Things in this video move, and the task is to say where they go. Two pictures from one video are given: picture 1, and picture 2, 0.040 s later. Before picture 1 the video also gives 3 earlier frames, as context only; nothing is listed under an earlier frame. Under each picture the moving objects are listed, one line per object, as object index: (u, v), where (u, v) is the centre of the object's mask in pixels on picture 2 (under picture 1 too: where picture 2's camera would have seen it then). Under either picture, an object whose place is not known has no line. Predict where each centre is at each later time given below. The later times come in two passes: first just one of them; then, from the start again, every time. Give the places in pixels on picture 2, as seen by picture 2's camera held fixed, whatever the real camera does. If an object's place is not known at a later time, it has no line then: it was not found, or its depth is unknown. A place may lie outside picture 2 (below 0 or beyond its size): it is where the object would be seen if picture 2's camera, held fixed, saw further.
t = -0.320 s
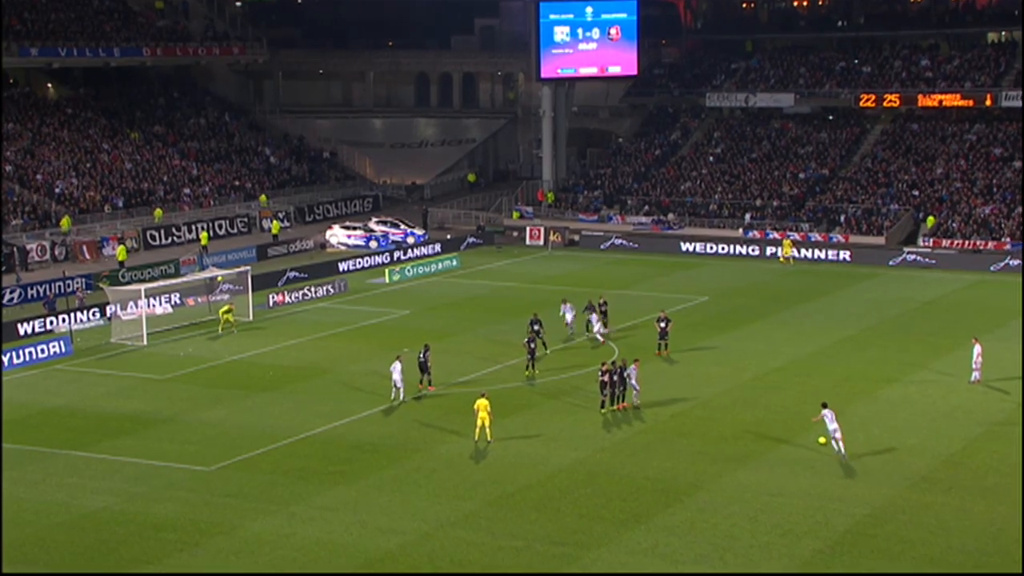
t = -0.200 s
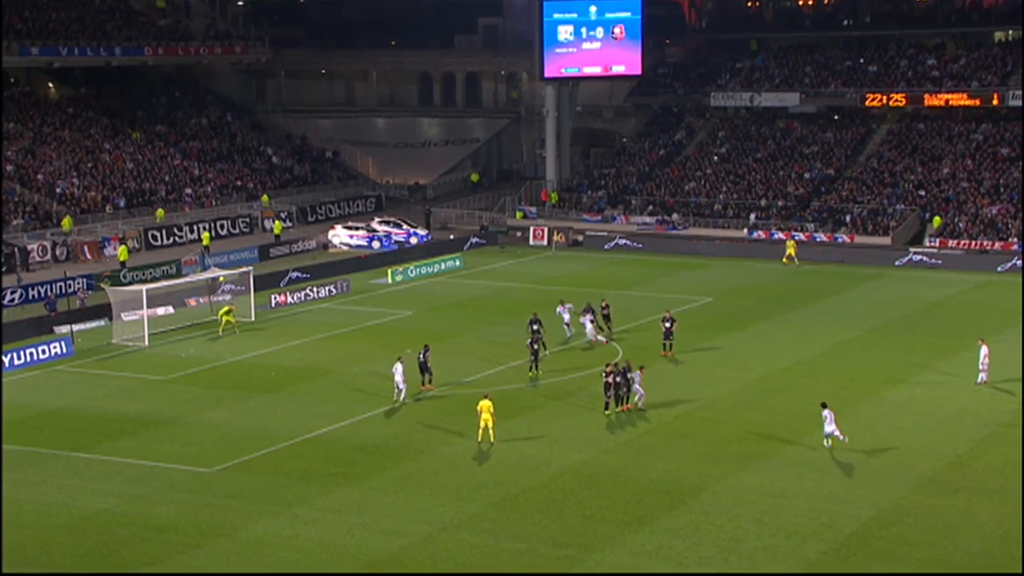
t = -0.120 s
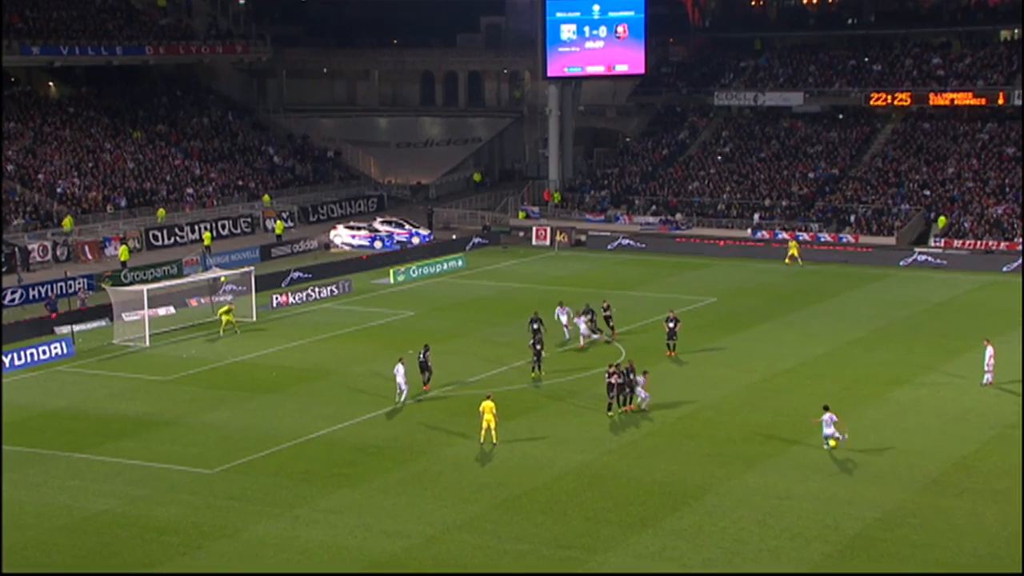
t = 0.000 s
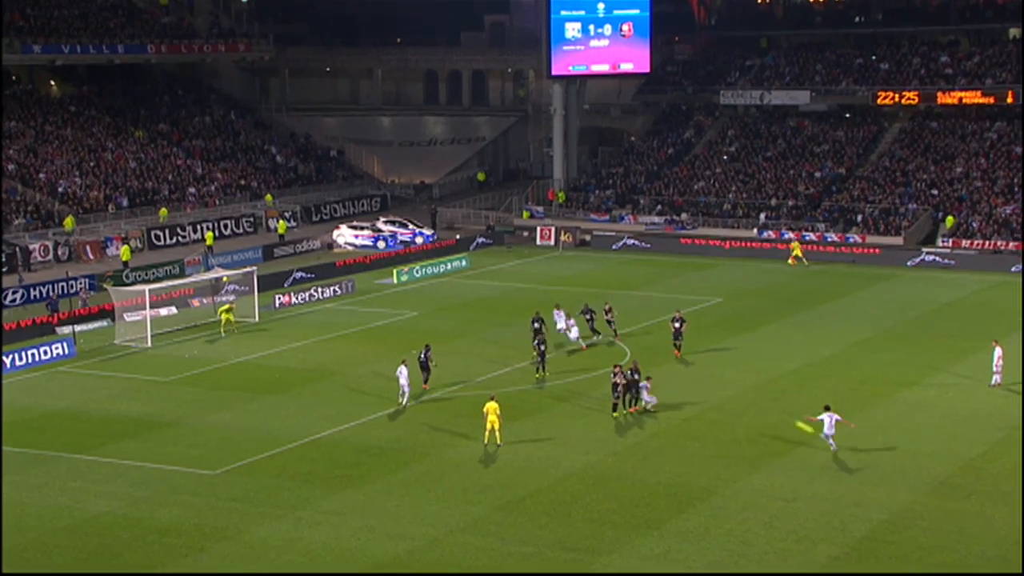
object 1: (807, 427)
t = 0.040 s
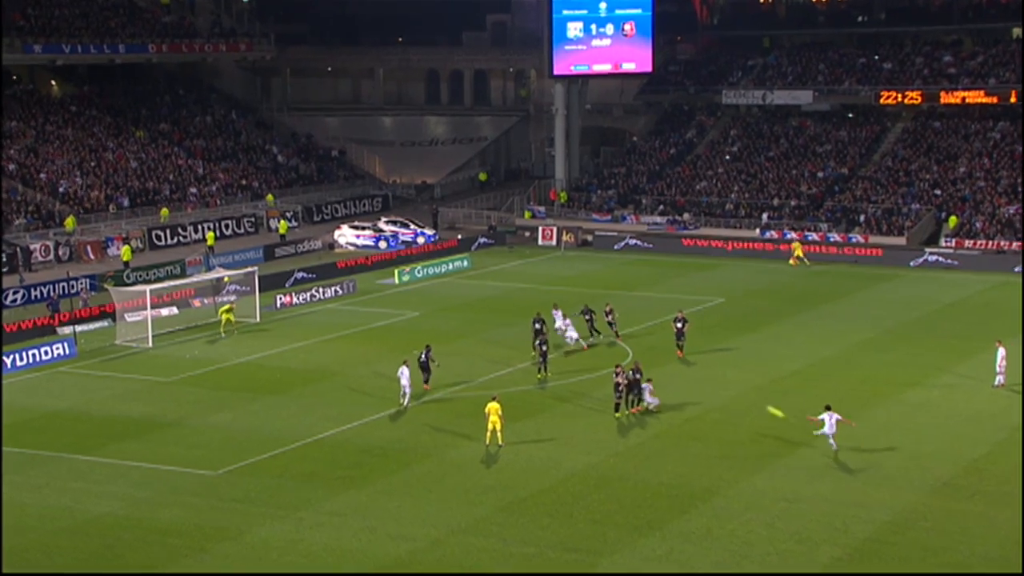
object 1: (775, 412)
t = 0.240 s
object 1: (633, 349)
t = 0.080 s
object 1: (744, 397)
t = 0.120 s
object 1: (714, 383)
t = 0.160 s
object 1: (686, 371)
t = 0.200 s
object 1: (659, 359)
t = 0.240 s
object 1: (633, 349)
